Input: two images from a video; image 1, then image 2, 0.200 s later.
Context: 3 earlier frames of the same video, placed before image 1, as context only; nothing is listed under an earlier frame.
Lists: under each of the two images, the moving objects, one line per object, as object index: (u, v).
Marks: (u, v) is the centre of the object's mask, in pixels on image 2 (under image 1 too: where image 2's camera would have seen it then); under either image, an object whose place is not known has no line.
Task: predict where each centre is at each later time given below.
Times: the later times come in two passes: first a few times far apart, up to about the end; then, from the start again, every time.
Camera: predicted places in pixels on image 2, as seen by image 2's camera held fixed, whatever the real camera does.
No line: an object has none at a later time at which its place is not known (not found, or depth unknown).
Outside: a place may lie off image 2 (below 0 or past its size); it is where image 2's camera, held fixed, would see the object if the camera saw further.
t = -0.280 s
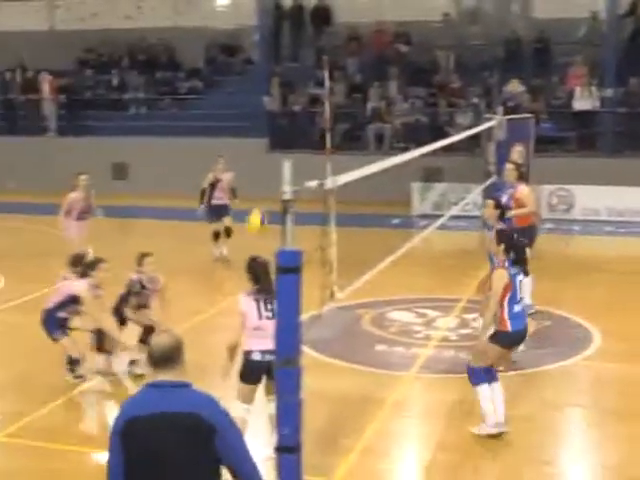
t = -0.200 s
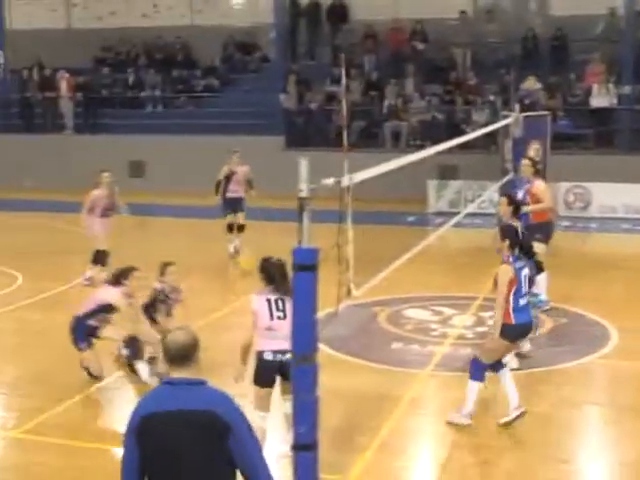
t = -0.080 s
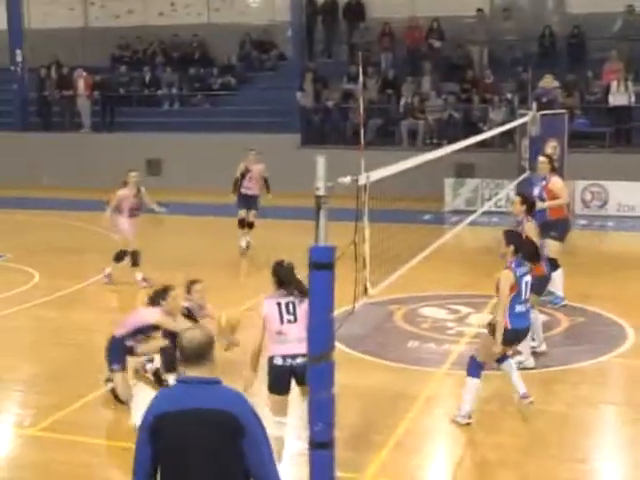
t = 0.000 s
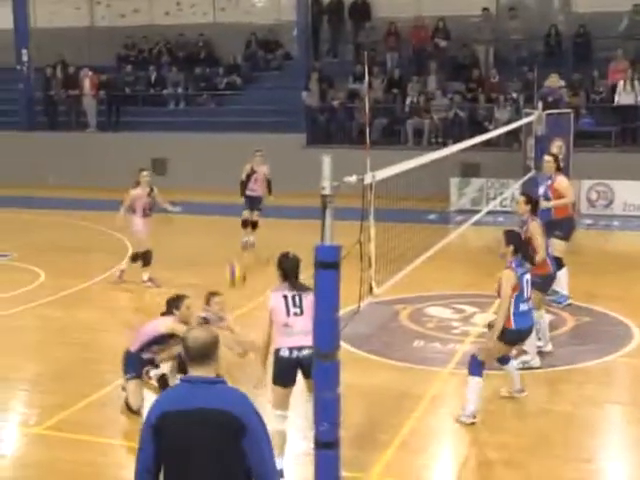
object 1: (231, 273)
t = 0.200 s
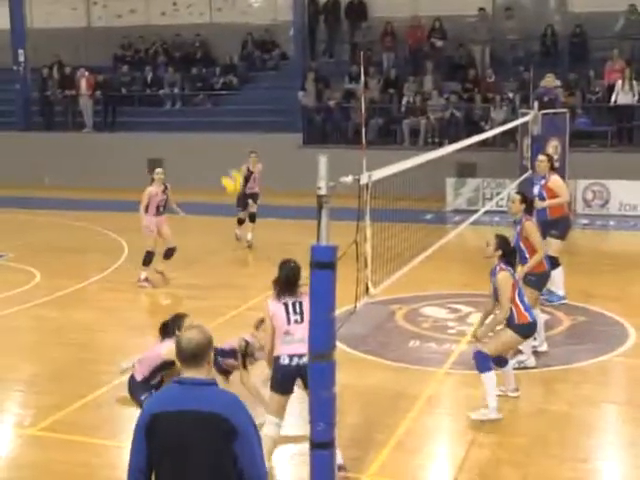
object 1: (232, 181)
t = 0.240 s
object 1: (233, 168)
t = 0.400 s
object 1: (235, 130)
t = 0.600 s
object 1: (238, 120)
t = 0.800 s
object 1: (242, 157)
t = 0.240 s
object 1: (233, 168)
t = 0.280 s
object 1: (233, 154)
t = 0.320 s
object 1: (233, 145)
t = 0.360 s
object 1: (233, 137)
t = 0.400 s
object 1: (235, 130)
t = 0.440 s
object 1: (236, 124)
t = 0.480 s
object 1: (235, 120)
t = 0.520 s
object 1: (235, 119)
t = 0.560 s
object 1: (236, 119)
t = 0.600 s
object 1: (238, 120)
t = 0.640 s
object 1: (238, 124)
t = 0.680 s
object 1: (239, 129)
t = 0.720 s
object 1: (240, 137)
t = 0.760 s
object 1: (241, 147)
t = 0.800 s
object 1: (242, 157)
